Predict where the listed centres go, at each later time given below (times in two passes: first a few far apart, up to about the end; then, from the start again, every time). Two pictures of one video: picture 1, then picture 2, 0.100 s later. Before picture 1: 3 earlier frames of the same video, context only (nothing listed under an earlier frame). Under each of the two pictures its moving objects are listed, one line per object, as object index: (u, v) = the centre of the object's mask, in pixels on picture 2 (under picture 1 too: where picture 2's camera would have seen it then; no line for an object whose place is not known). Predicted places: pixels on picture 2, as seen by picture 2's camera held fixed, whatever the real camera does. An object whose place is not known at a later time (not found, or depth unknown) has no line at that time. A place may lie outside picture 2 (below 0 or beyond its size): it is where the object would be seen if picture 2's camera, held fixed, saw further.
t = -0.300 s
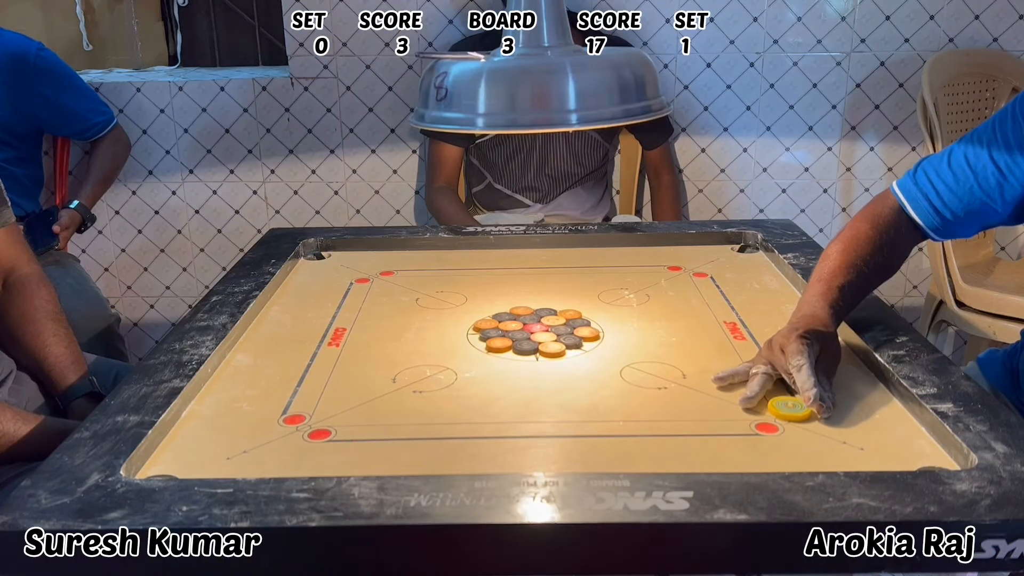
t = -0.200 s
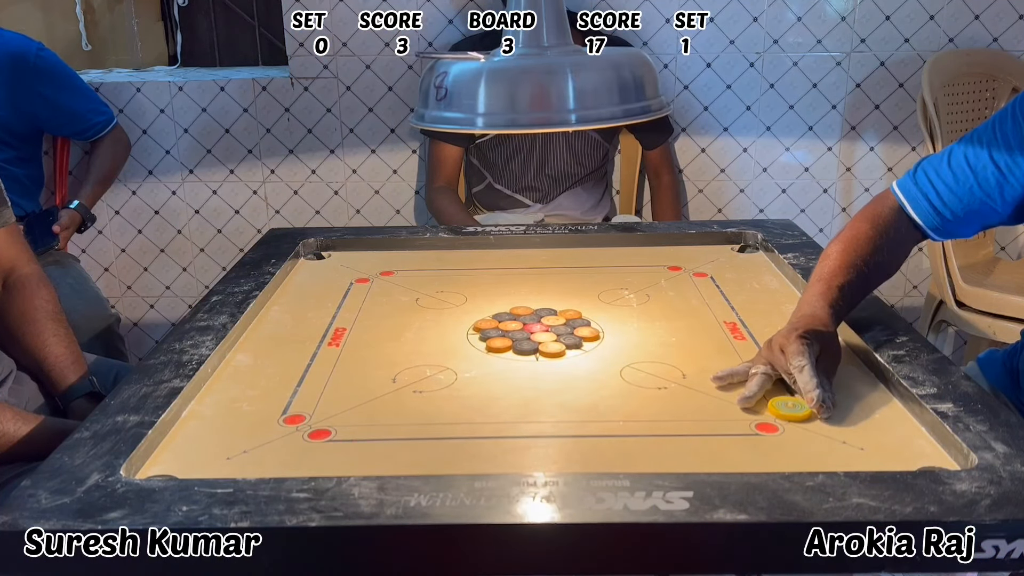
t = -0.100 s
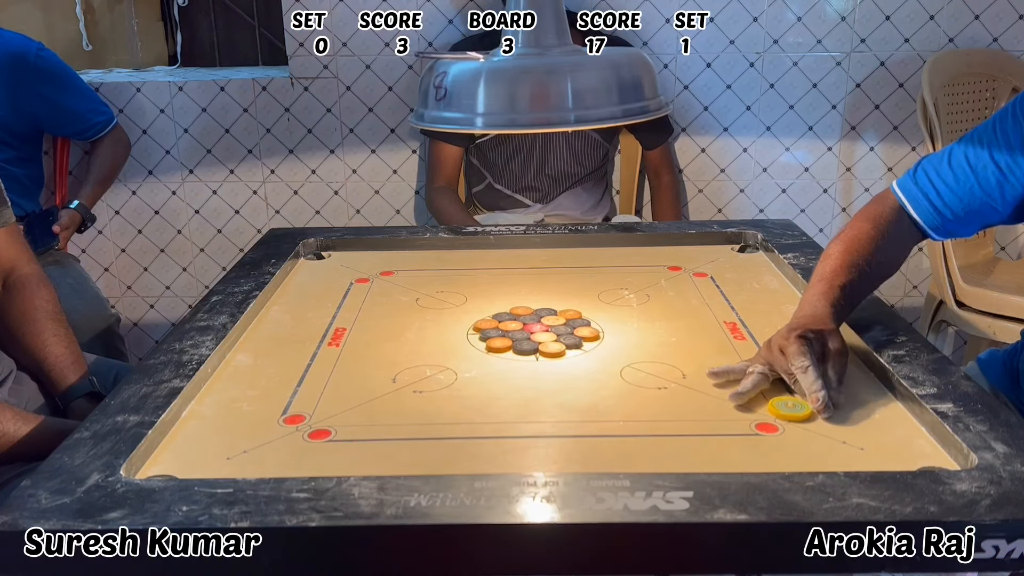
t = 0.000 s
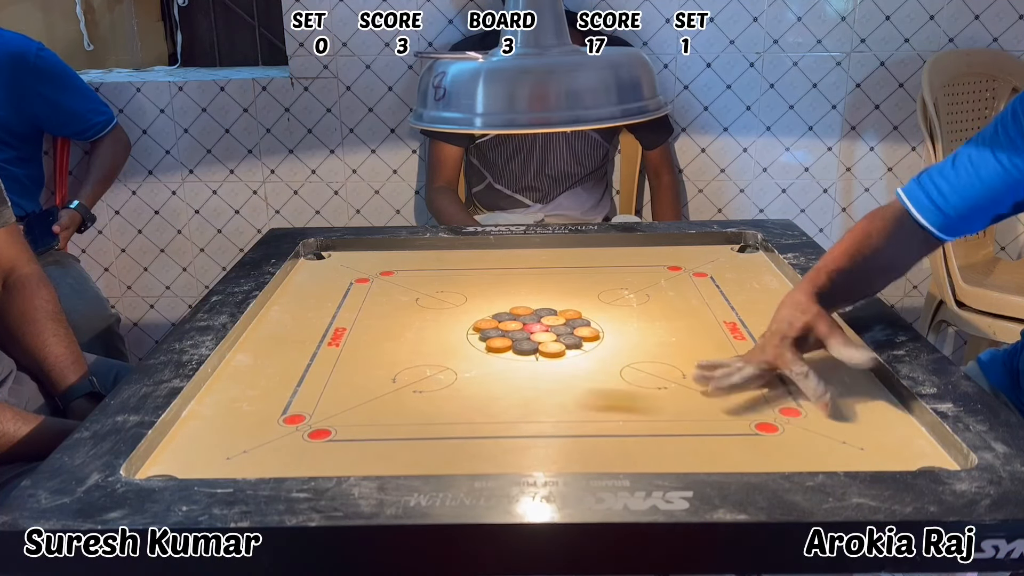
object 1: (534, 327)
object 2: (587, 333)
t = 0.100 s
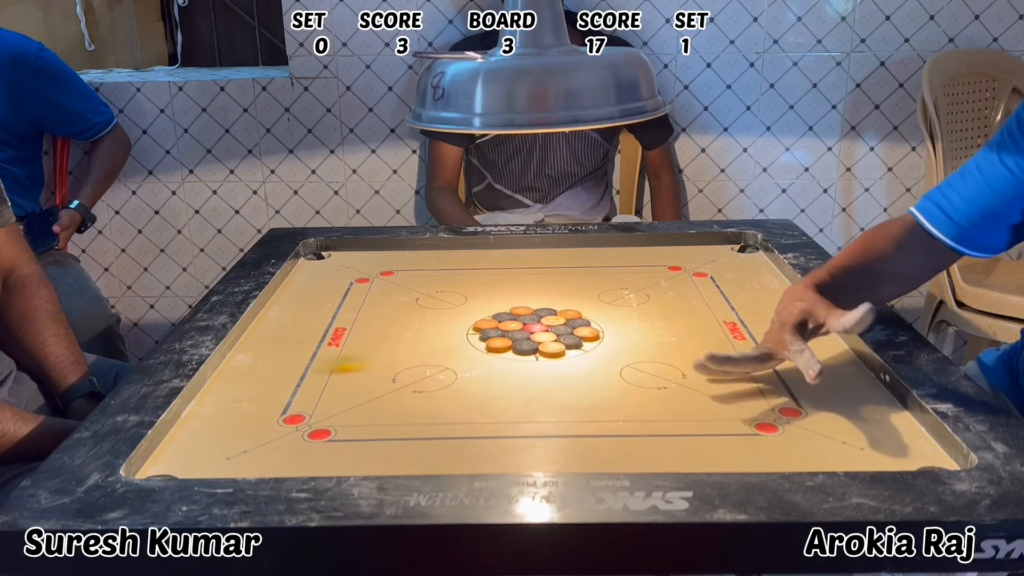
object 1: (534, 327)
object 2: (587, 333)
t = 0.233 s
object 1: (570, 319)
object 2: (651, 327)
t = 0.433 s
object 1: (609, 305)
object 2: (742, 317)
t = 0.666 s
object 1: (618, 302)
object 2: (789, 312)
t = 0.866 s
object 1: (618, 302)
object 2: (791, 311)
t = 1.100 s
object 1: (618, 302)
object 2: (791, 311)
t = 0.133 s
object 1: (535, 327)
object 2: (588, 333)
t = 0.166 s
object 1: (547, 325)
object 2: (609, 331)
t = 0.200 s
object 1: (559, 322)
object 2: (631, 329)
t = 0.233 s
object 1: (570, 319)
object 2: (651, 327)
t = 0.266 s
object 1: (579, 316)
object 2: (670, 325)
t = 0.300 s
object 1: (587, 313)
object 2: (687, 323)
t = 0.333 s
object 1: (594, 311)
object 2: (702, 321)
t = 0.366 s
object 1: (600, 308)
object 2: (716, 320)
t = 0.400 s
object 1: (605, 307)
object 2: (730, 318)
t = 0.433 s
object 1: (609, 305)
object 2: (742, 317)
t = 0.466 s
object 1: (613, 304)
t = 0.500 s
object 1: (615, 303)
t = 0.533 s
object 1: (617, 302)
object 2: (769, 314)
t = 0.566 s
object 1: (618, 302)
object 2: (776, 313)
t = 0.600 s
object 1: (618, 302)
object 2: (782, 313)
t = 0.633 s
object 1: (618, 302)
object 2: (786, 312)
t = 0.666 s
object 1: (618, 302)
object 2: (789, 312)
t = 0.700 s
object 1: (618, 302)
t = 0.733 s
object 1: (618, 302)
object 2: (790, 312)
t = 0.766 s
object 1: (618, 302)
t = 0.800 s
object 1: (618, 302)
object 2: (791, 311)
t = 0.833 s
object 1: (618, 302)
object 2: (791, 311)
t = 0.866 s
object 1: (618, 302)
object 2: (791, 311)
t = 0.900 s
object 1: (618, 302)
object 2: (791, 311)
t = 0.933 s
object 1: (618, 302)
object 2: (791, 311)
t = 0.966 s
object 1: (618, 302)
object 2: (791, 311)
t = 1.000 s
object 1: (618, 302)
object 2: (791, 311)
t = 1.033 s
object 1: (618, 302)
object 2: (791, 311)
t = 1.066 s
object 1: (618, 302)
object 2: (791, 311)
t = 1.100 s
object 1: (618, 302)
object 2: (791, 311)
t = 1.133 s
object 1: (618, 302)
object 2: (791, 311)
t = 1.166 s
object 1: (618, 302)
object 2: (791, 311)
